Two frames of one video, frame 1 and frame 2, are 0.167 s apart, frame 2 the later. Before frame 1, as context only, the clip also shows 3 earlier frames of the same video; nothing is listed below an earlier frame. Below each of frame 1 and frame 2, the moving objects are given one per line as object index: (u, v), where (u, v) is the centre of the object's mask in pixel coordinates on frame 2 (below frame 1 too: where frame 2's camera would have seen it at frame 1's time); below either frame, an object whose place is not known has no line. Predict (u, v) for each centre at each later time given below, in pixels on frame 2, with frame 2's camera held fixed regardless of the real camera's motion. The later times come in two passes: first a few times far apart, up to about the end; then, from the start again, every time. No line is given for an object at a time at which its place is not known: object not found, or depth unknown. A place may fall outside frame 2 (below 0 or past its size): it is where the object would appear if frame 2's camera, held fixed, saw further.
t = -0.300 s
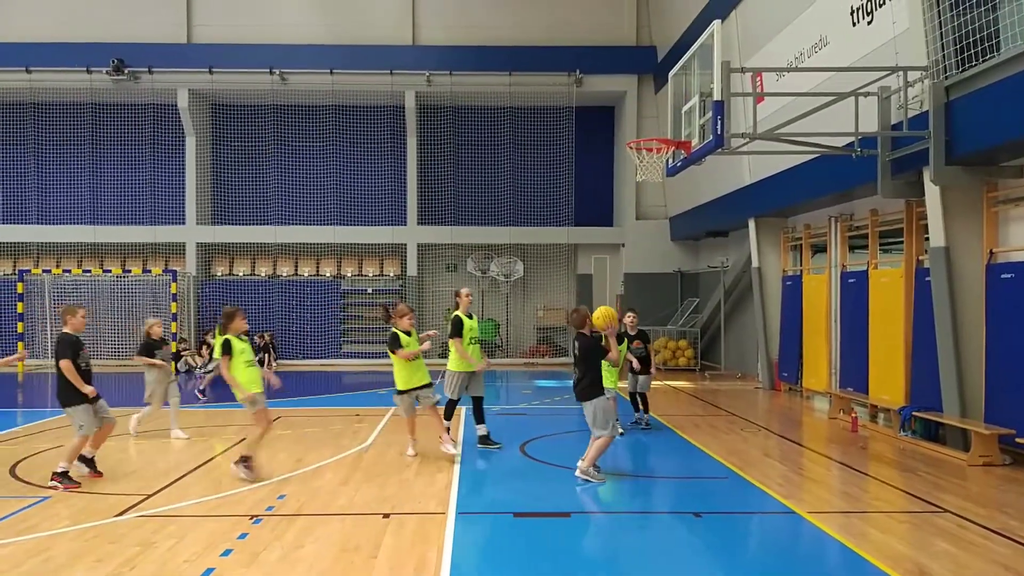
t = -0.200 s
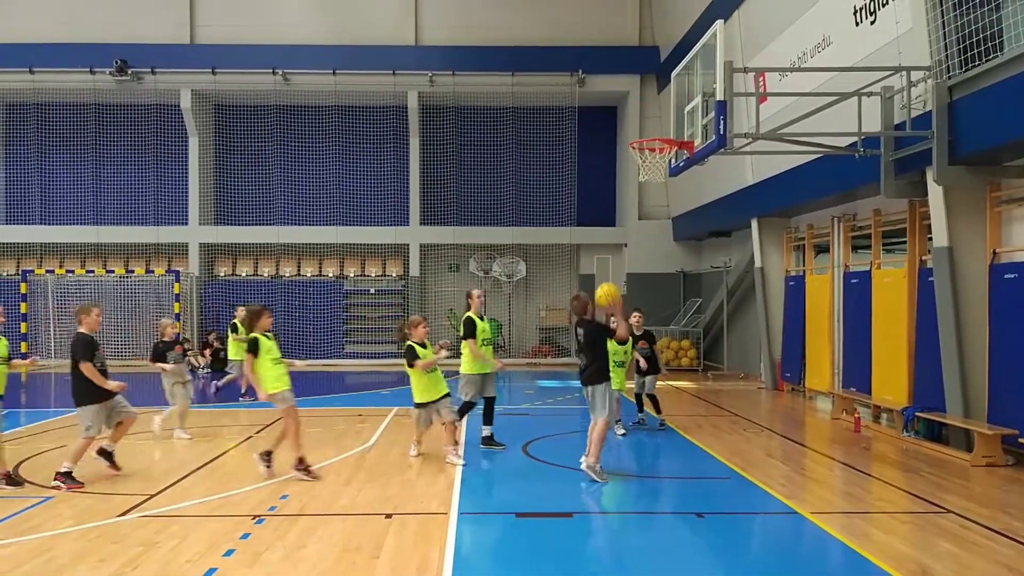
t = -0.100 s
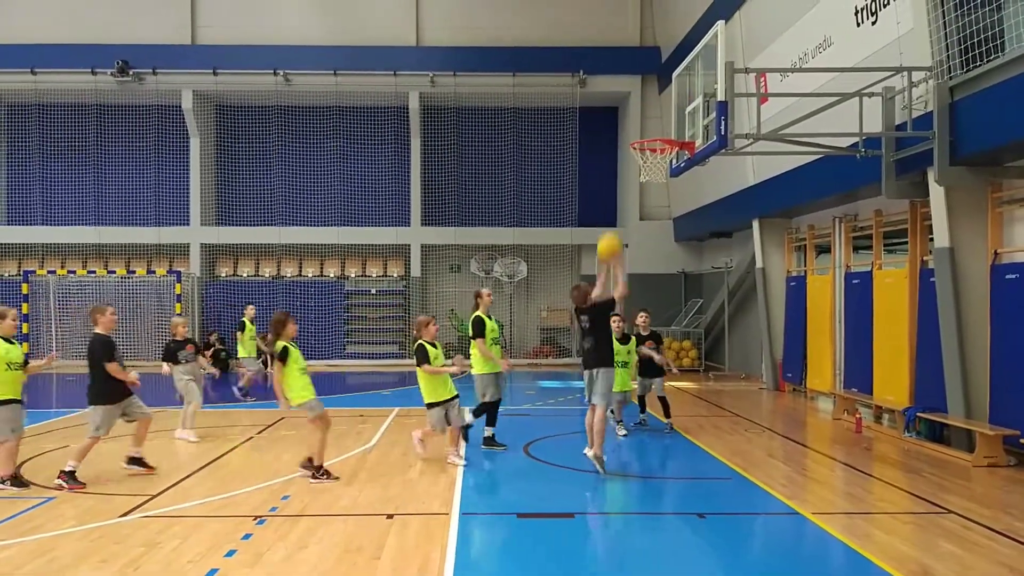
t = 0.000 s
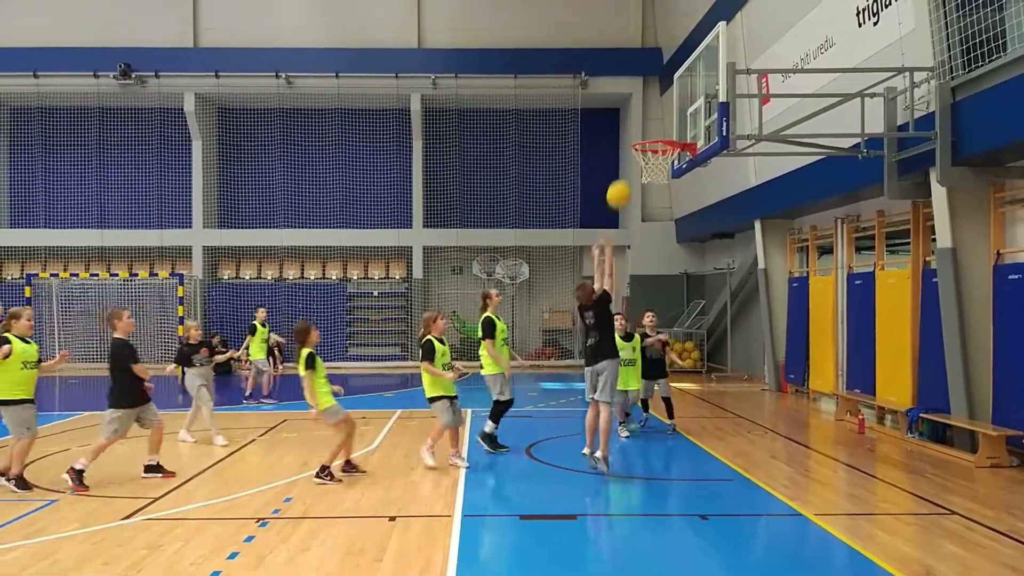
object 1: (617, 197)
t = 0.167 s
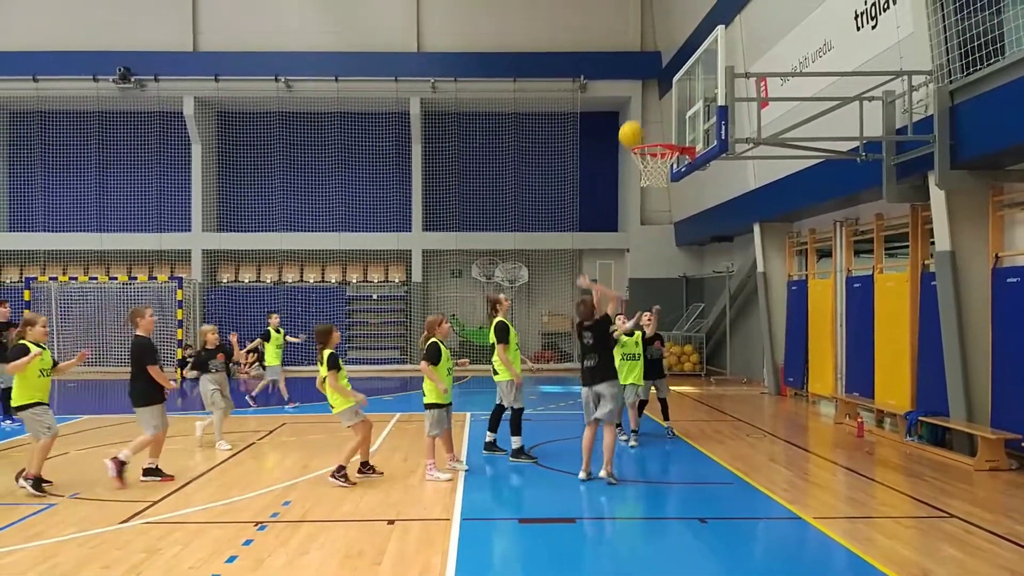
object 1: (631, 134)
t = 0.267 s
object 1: (637, 110)
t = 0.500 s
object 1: (654, 99)
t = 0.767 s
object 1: (663, 135)
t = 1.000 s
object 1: (619, 127)
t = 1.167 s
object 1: (587, 154)
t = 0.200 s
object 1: (633, 124)
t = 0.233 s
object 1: (635, 117)
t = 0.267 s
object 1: (637, 110)
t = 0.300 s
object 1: (640, 106)
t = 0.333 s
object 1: (642, 101)
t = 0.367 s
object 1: (644, 98)
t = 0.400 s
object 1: (646, 97)
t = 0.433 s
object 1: (650, 97)
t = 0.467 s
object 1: (652, 97)
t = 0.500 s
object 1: (654, 99)
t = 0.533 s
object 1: (656, 101)
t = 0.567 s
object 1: (658, 105)
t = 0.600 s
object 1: (660, 110)
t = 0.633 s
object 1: (662, 116)
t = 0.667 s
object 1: (664, 123)
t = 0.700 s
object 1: (666, 132)
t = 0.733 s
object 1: (669, 137)
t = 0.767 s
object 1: (663, 135)
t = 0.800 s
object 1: (657, 132)
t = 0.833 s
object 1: (650, 129)
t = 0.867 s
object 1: (645, 125)
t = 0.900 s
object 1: (637, 124)
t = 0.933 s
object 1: (632, 124)
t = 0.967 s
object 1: (625, 125)
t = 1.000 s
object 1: (619, 127)
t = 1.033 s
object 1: (613, 130)
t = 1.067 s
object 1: (606, 135)
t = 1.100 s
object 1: (600, 140)
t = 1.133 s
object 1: (594, 146)
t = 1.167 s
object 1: (587, 154)
